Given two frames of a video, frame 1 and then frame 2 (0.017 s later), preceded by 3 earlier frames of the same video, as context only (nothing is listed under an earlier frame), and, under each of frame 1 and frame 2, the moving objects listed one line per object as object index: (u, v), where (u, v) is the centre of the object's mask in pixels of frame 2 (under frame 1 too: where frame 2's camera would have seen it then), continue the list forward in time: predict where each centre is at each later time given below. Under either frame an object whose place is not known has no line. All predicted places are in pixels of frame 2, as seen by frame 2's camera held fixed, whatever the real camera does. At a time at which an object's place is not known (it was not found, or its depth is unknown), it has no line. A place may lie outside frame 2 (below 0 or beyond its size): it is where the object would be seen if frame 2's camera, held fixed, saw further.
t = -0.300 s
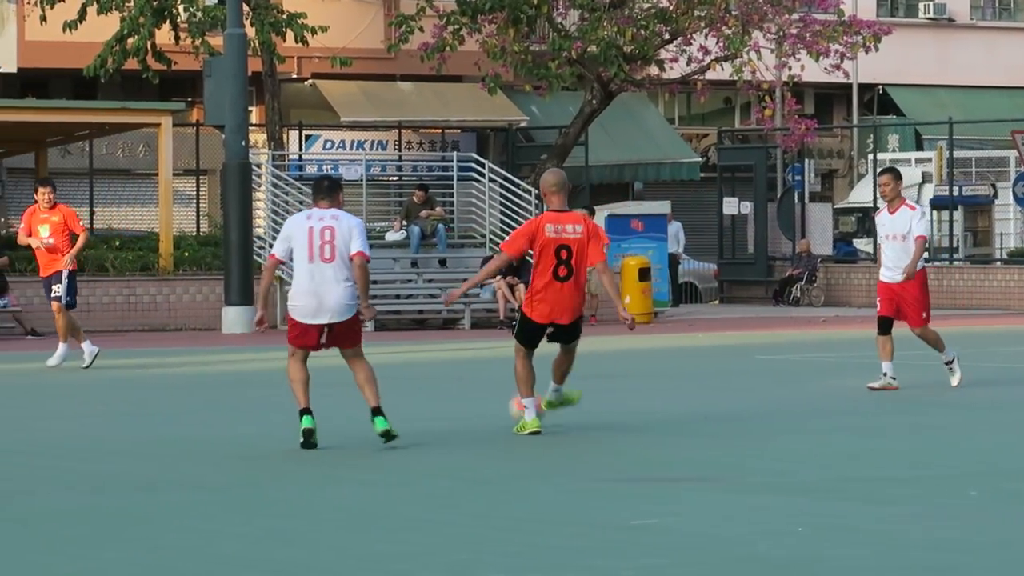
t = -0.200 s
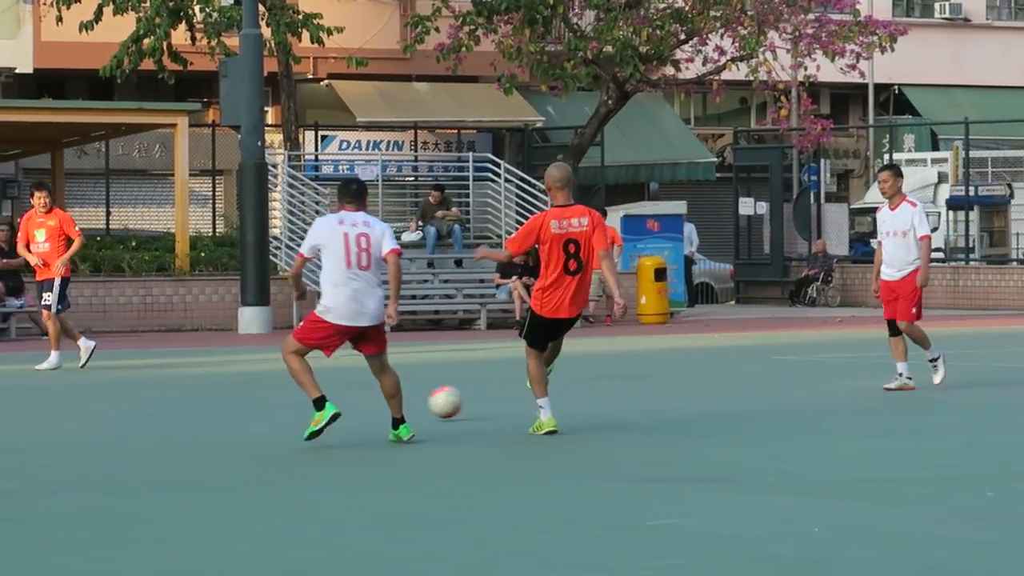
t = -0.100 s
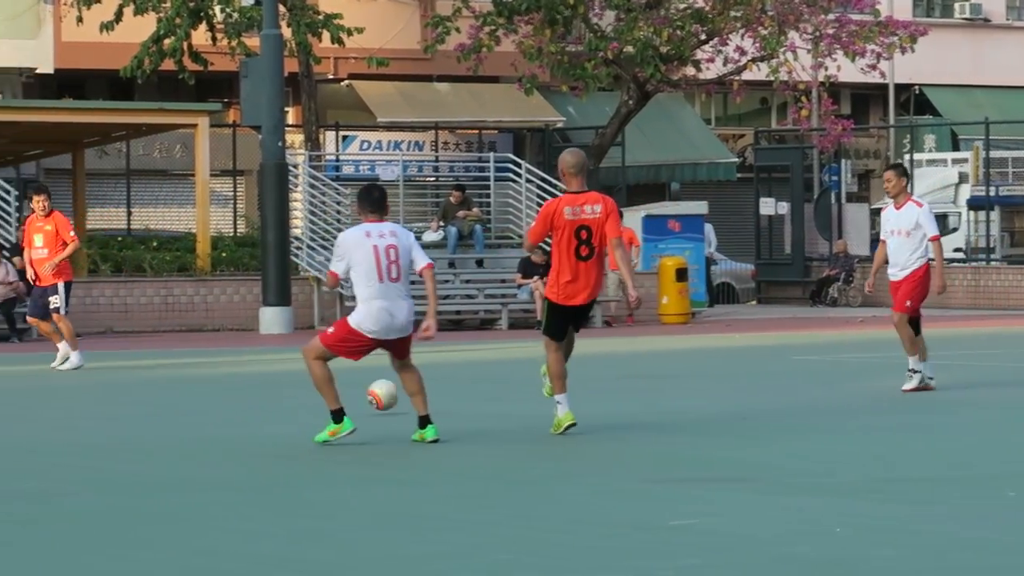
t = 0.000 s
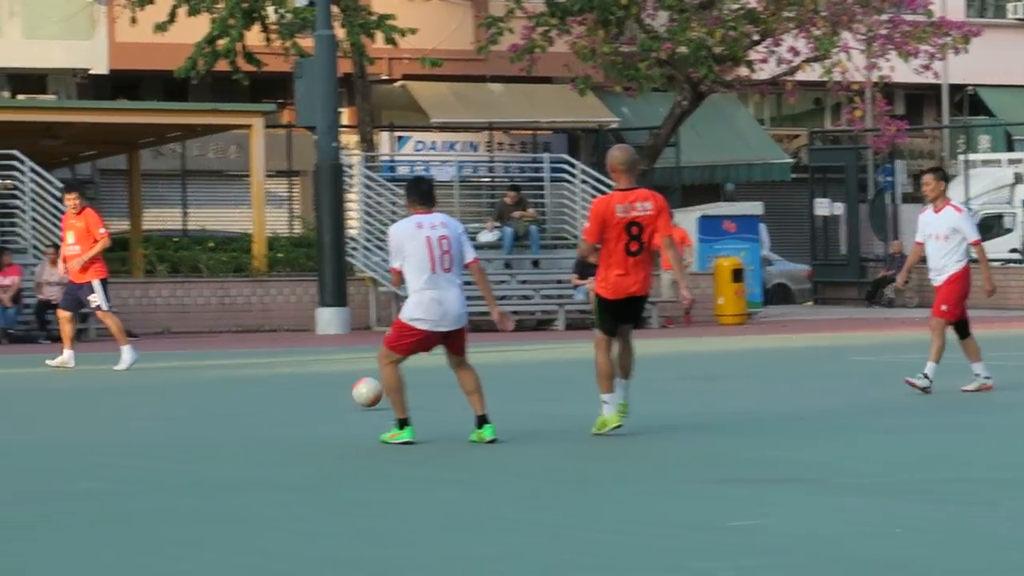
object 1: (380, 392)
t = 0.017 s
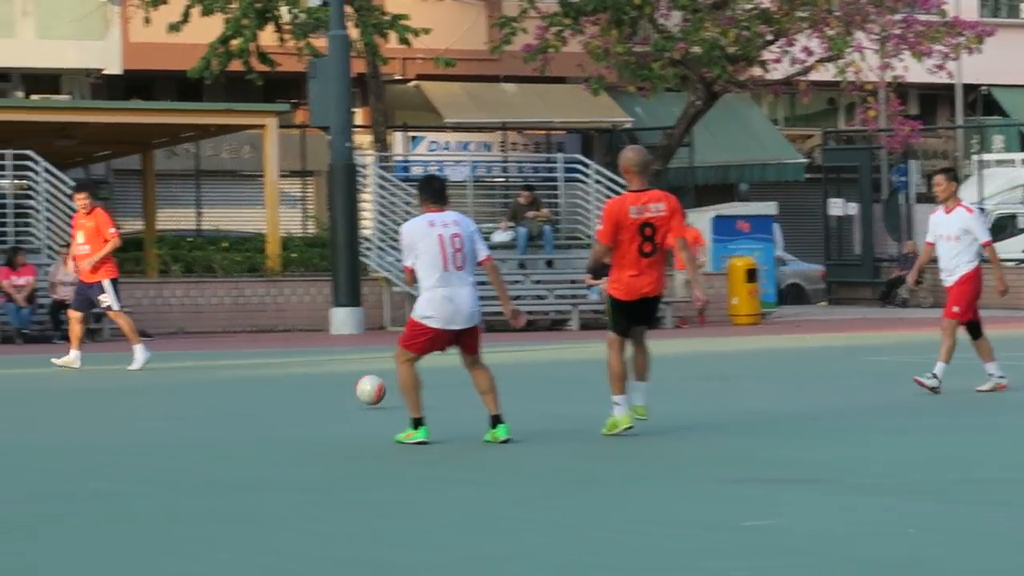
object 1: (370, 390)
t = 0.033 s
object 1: (361, 388)
